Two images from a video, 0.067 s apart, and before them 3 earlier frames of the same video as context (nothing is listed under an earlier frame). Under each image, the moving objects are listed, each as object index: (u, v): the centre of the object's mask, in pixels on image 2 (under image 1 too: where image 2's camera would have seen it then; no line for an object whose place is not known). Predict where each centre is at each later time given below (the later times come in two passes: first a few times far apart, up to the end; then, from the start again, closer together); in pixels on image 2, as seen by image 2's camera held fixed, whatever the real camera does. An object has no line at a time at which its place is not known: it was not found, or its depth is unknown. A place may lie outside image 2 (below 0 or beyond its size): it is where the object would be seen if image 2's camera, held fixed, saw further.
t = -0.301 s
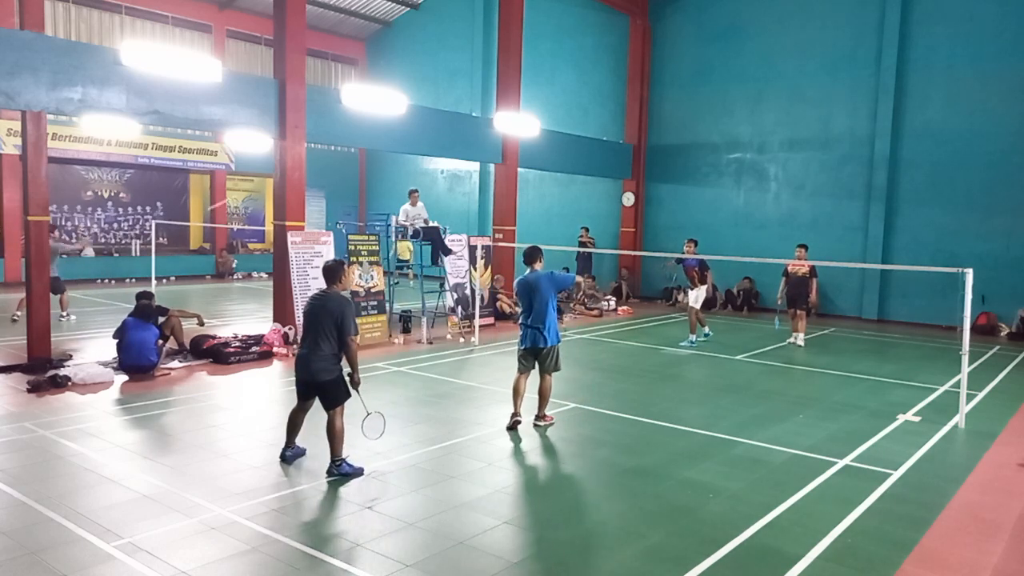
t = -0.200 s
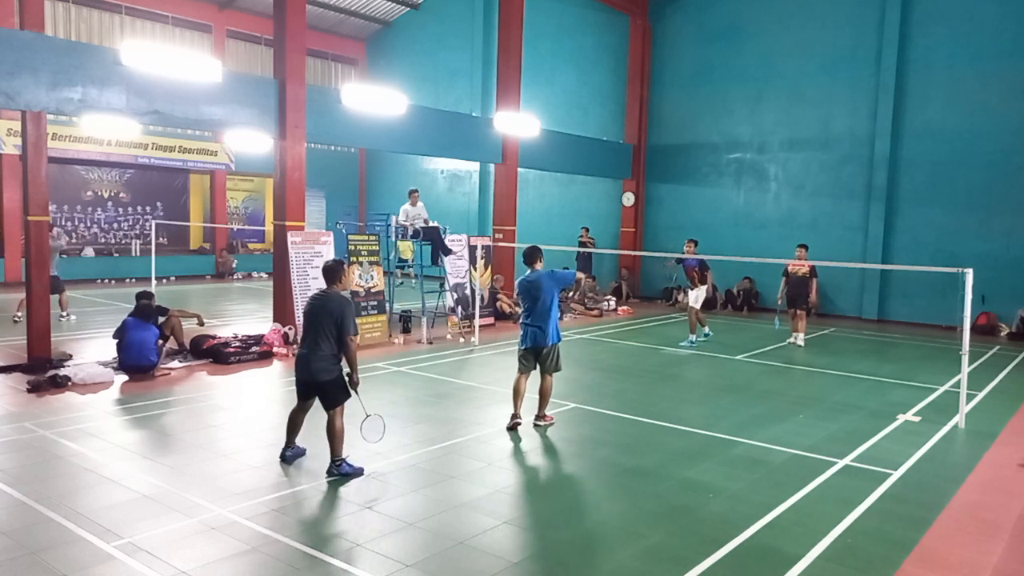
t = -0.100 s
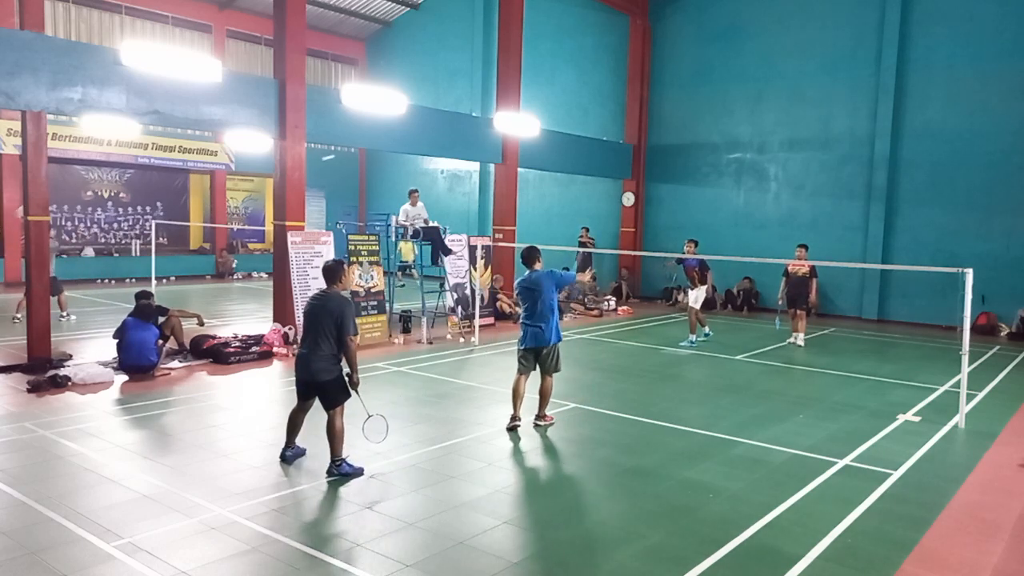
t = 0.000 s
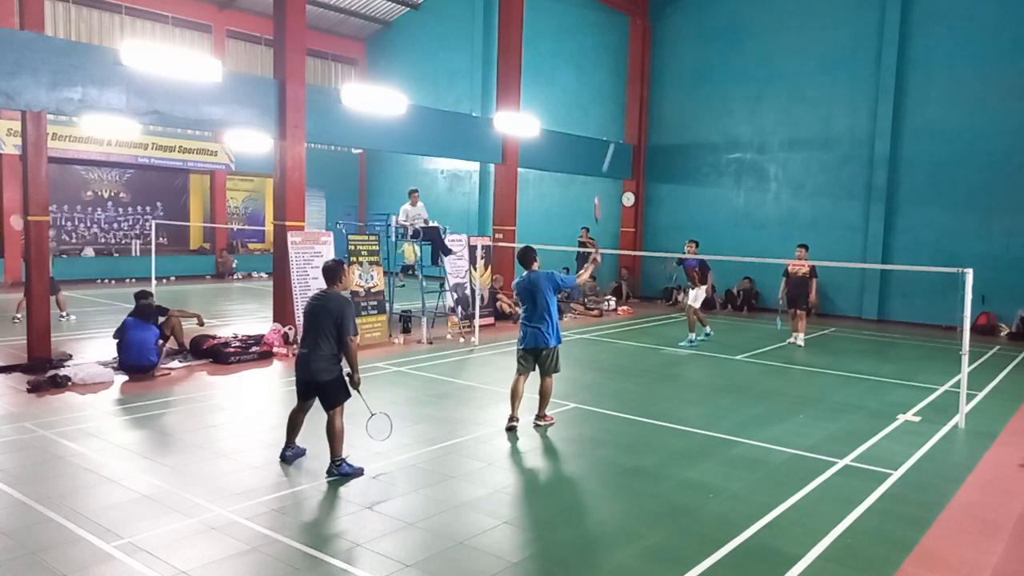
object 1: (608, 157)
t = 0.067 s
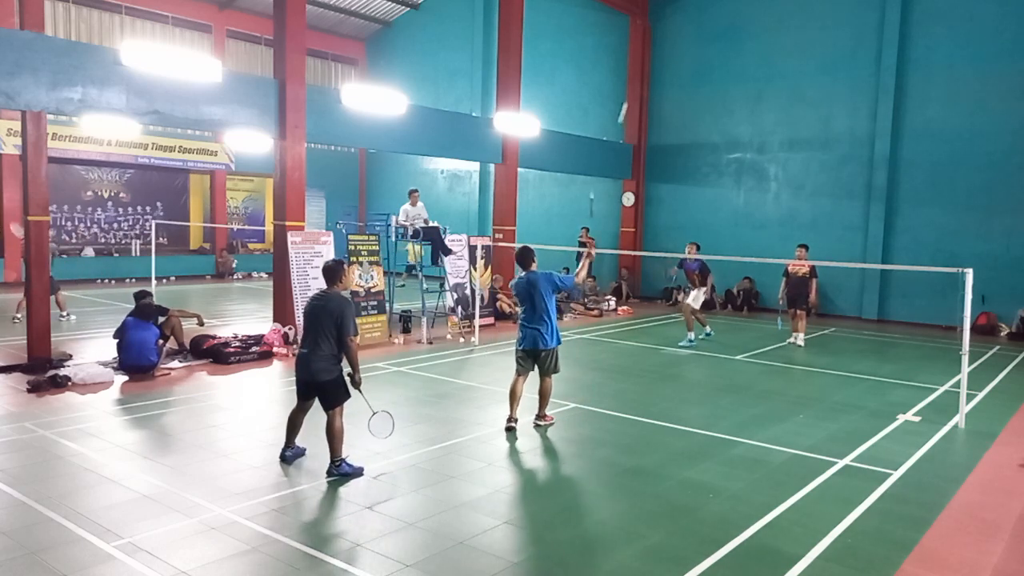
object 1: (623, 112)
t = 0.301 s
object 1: (652, 40)
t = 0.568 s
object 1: (670, 30)
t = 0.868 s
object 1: (685, 67)
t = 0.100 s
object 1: (628, 95)
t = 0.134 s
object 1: (633, 82)
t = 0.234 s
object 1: (646, 51)
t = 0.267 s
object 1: (649, 45)
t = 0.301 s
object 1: (652, 40)
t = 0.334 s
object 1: (655, 35)
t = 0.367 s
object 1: (657, 32)
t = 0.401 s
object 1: (659, 30)
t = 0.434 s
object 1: (662, 28)
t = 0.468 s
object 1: (664, 28)
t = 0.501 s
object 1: (667, 28)
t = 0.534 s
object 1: (668, 28)
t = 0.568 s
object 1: (670, 30)
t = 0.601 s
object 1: (672, 32)
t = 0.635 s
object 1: (674, 34)
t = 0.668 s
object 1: (676, 37)
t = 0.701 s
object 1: (677, 41)
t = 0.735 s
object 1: (679, 45)
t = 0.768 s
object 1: (680, 50)
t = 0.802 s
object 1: (682, 55)
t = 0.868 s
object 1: (685, 67)
